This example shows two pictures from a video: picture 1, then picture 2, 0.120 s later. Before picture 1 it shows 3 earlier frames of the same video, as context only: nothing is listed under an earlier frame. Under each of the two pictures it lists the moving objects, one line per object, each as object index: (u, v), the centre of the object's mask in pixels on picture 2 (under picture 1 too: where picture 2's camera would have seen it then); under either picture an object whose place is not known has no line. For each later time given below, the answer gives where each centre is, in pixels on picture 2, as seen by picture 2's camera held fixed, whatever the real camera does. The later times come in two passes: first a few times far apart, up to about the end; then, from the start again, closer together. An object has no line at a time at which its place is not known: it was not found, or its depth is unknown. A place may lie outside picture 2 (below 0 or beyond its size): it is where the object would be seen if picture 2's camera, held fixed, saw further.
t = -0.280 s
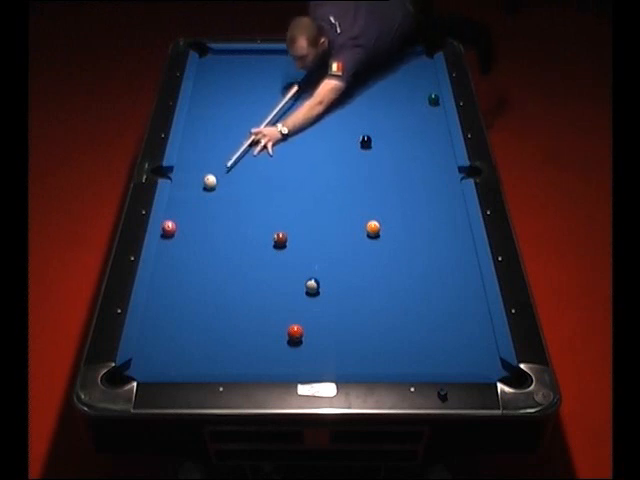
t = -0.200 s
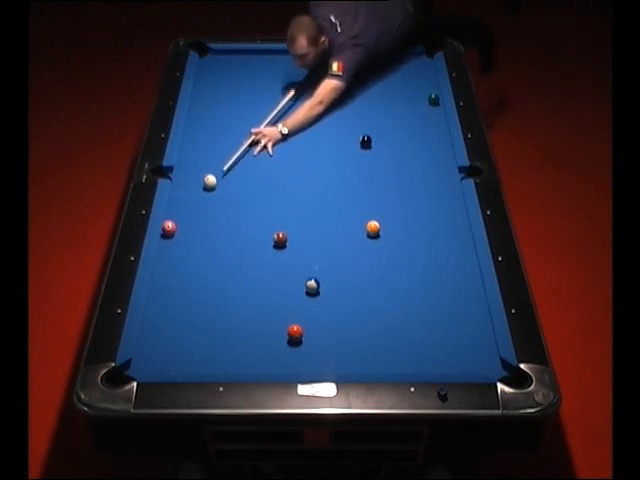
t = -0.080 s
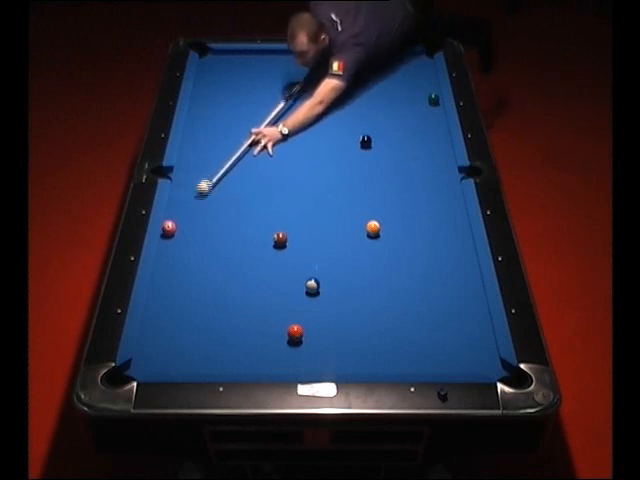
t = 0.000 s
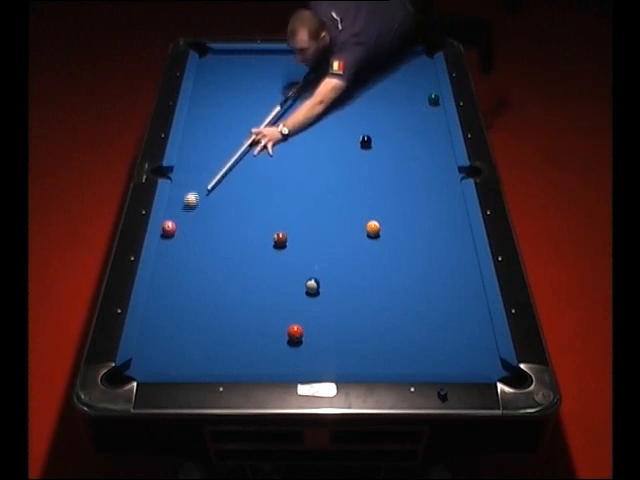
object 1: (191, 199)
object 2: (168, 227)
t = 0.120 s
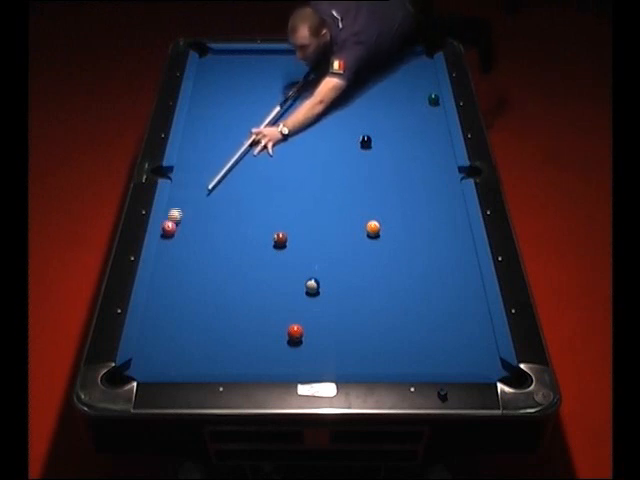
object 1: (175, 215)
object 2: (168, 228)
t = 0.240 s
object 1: (172, 222)
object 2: (165, 239)
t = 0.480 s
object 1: (180, 232)
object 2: (162, 262)
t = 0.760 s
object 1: (188, 244)
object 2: (159, 289)
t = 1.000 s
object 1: (195, 254)
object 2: (157, 314)
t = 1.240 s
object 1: (201, 264)
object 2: (153, 338)
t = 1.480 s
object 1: (207, 274)
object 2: (150, 363)
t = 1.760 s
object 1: (214, 284)
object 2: (133, 365)
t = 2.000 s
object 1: (220, 292)
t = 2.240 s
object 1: (225, 300)
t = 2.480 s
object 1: (230, 307)
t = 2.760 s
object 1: (234, 314)
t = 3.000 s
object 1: (238, 319)
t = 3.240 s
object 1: (242, 324)
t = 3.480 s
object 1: (245, 328)
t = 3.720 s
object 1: (247, 331)
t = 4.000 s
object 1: (249, 333)
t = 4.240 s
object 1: (249, 335)
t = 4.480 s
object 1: (249, 335)
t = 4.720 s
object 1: (249, 335)
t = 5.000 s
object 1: (249, 335)
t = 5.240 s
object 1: (249, 335)
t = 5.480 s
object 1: (249, 335)
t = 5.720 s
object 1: (249, 335)
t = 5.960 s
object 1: (249, 335)
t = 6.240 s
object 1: (249, 335)
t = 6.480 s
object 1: (249, 336)
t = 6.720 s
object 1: (249, 336)
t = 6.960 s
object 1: (249, 336)
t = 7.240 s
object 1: (249, 336)
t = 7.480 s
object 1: (249, 336)
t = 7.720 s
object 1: (249, 336)
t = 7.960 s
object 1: (249, 336)
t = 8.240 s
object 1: (249, 336)
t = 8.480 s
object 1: (249, 336)
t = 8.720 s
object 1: (249, 336)
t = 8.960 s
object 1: (249, 336)
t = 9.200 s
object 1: (249, 336)
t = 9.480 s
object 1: (249, 336)
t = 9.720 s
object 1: (249, 336)
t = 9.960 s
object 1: (249, 336)
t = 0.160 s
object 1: (170, 218)
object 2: (168, 229)
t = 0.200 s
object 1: (171, 219)
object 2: (166, 234)
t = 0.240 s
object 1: (172, 222)
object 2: (165, 239)
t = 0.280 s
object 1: (174, 223)
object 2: (165, 243)
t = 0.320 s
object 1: (175, 225)
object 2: (164, 247)
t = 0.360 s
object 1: (176, 227)
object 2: (164, 250)
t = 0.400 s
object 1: (178, 229)
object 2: (163, 254)
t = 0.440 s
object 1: (179, 230)
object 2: (163, 258)
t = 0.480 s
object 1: (180, 232)
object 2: (162, 262)
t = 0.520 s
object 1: (181, 234)
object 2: (162, 266)
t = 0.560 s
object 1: (183, 236)
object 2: (161, 270)
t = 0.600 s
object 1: (184, 237)
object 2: (161, 274)
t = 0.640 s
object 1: (185, 239)
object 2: (160, 277)
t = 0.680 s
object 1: (186, 241)
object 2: (160, 281)
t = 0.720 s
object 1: (187, 243)
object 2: (160, 285)
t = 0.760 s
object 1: (188, 244)
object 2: (159, 289)
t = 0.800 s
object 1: (190, 246)
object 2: (159, 293)
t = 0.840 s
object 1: (191, 248)
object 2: (158, 297)
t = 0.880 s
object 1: (192, 250)
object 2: (158, 301)
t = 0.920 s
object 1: (193, 251)
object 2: (157, 306)
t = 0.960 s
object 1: (194, 253)
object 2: (157, 309)
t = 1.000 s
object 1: (195, 254)
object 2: (157, 314)
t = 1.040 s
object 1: (196, 256)
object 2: (156, 317)
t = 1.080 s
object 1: (197, 258)
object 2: (155, 321)
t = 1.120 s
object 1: (198, 259)
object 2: (155, 326)
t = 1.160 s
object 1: (199, 261)
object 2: (154, 329)
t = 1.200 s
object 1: (200, 263)
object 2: (154, 334)
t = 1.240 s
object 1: (201, 264)
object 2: (153, 338)
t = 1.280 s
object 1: (202, 266)
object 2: (152, 342)
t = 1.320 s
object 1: (204, 267)
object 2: (152, 346)
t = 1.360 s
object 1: (205, 269)
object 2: (152, 350)
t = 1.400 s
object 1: (206, 271)
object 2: (151, 355)
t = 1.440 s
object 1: (207, 272)
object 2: (151, 359)
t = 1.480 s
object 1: (207, 274)
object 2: (150, 363)
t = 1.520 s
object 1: (208, 275)
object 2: (149, 366)
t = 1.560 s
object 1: (210, 277)
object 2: (147, 367)
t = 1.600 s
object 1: (210, 278)
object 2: (144, 366)
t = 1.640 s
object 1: (212, 280)
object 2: (141, 366)
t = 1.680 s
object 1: (213, 281)
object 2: (138, 365)
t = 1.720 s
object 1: (214, 283)
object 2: (136, 365)
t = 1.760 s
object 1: (214, 284)
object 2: (133, 365)
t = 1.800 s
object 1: (215, 286)
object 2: (133, 365)
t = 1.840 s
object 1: (216, 287)
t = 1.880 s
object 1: (217, 288)
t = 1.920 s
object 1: (218, 290)
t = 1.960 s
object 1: (219, 291)
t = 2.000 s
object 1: (220, 292)
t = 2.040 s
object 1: (220, 294)
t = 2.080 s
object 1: (221, 295)
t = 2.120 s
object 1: (222, 296)
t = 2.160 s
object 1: (223, 297)
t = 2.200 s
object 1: (224, 299)
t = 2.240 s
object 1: (225, 300)
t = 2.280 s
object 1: (226, 301)
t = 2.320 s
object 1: (227, 302)
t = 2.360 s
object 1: (227, 304)
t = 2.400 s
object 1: (228, 305)
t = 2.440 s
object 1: (229, 306)
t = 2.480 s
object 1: (230, 307)
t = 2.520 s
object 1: (230, 308)
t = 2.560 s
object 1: (231, 309)
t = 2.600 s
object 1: (232, 310)
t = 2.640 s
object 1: (232, 311)
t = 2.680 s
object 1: (233, 312)
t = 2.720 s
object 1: (234, 313)
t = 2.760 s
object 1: (234, 314)
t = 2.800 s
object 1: (235, 315)
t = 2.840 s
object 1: (236, 316)
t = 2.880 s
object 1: (236, 317)
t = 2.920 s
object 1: (237, 318)
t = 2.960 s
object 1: (238, 319)
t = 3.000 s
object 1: (238, 319)
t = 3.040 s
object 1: (239, 320)
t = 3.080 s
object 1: (239, 321)
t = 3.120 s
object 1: (240, 322)
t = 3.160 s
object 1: (240, 323)
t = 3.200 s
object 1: (241, 323)
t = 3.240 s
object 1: (242, 324)
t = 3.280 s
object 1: (242, 324)
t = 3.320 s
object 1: (243, 325)
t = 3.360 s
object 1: (243, 326)
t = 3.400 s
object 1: (243, 327)
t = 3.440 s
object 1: (244, 327)
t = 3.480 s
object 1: (245, 328)
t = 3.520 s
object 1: (245, 328)
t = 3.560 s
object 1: (245, 329)
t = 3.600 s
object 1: (246, 329)
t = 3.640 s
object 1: (246, 330)
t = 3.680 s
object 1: (247, 330)
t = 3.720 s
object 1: (247, 331)
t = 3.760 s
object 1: (247, 331)
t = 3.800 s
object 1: (248, 331)
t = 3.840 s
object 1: (248, 332)
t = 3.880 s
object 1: (248, 332)
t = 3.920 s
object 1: (248, 332)
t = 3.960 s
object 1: (249, 333)
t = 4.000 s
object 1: (249, 333)
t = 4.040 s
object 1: (249, 334)
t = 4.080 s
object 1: (249, 334)
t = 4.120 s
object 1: (249, 334)
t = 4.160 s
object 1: (249, 334)
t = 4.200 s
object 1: (249, 334)
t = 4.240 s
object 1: (249, 335)
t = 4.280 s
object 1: (249, 335)
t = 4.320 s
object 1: (249, 335)
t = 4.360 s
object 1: (249, 335)
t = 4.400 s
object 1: (249, 335)
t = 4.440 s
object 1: (249, 335)
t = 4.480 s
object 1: (249, 335)
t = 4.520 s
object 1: (249, 335)
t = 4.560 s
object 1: (249, 335)
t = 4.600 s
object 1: (249, 335)
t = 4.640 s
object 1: (249, 335)
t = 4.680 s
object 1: (249, 335)
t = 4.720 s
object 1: (249, 335)
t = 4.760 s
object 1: (249, 335)
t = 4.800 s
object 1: (249, 335)
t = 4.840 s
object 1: (249, 335)
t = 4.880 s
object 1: (249, 335)
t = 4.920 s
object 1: (249, 335)
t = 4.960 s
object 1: (249, 335)
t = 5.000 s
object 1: (249, 335)
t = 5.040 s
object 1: (249, 335)
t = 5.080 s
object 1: (249, 335)
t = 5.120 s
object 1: (249, 335)
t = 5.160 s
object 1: (249, 335)
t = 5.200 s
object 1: (249, 335)
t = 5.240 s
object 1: (249, 335)
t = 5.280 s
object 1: (249, 335)
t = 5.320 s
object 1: (249, 335)
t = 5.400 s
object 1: (249, 335)
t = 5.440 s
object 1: (249, 335)
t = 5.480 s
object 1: (249, 335)
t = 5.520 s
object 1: (249, 335)
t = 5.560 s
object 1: (249, 335)
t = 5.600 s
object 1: (249, 335)
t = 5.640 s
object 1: (249, 335)
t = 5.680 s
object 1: (249, 335)
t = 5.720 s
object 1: (249, 335)
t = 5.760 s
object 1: (249, 335)
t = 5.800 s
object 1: (249, 335)
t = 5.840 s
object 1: (249, 335)
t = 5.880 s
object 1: (249, 335)
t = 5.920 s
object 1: (249, 335)
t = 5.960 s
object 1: (249, 335)
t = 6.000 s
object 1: (249, 335)
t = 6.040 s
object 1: (249, 335)
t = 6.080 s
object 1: (249, 335)
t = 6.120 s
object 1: (249, 335)
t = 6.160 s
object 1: (249, 335)
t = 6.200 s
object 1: (249, 335)
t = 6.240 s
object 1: (249, 335)
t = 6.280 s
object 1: (249, 335)
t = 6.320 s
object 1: (249, 335)
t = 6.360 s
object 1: (249, 335)
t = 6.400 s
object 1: (249, 335)
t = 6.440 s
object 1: (249, 336)
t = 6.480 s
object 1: (249, 336)
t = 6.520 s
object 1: (249, 336)
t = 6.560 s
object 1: (249, 336)
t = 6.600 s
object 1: (249, 336)
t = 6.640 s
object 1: (249, 336)
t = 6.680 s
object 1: (249, 336)
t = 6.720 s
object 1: (249, 336)
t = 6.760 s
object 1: (249, 336)
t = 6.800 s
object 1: (249, 336)
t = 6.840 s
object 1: (249, 336)
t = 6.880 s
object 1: (249, 336)
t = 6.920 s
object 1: (249, 336)
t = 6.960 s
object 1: (249, 336)
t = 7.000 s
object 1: (249, 336)
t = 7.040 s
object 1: (249, 336)
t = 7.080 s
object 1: (249, 336)
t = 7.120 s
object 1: (249, 336)
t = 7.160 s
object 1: (249, 336)
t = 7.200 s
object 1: (249, 336)
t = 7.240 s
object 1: (249, 336)
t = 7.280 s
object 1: (249, 336)
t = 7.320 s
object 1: (249, 336)
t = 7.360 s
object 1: (249, 336)
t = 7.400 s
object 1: (249, 336)
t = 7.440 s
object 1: (249, 336)
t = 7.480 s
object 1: (249, 336)
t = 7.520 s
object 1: (249, 336)
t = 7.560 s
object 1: (249, 336)
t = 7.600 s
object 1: (249, 336)
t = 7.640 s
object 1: (249, 336)
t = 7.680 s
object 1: (249, 336)
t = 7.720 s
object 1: (249, 336)
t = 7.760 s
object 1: (249, 336)
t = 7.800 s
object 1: (249, 336)
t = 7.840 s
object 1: (249, 336)
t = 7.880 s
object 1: (249, 336)
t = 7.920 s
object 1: (249, 336)
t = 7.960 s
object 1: (249, 336)
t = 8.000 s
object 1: (249, 336)
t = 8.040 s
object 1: (249, 336)
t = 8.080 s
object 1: (249, 336)
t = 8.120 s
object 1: (249, 336)
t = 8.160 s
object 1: (249, 336)
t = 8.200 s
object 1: (249, 336)
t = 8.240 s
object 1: (249, 336)
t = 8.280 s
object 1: (249, 336)
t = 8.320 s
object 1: (249, 336)
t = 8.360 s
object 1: (249, 336)
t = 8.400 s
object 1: (249, 336)
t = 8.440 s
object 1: (249, 336)
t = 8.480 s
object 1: (249, 336)
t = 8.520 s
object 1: (249, 336)
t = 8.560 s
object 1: (249, 336)
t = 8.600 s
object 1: (249, 336)
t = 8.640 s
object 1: (249, 336)
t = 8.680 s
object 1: (249, 336)
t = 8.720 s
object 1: (249, 336)
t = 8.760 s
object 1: (249, 336)
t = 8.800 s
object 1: (249, 336)
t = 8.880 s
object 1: (249, 336)
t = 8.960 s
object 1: (249, 336)
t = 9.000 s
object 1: (249, 336)
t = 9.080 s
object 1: (249, 336)
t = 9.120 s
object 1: (249, 336)
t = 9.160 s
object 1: (249, 336)
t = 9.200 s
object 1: (249, 336)
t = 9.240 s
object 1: (249, 336)
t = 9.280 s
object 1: (249, 336)
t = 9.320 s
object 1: (249, 336)
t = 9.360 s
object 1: (249, 336)
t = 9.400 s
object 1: (249, 336)
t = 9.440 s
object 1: (249, 336)
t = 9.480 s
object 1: (249, 336)
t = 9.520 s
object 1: (249, 336)
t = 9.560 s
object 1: (249, 336)
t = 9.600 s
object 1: (249, 336)
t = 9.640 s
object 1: (249, 336)
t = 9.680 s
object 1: (249, 336)
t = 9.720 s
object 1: (249, 336)
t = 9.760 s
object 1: (249, 336)
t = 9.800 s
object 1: (249, 336)
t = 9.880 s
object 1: (249, 336)
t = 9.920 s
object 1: (249, 336)
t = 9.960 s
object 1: (249, 336)
